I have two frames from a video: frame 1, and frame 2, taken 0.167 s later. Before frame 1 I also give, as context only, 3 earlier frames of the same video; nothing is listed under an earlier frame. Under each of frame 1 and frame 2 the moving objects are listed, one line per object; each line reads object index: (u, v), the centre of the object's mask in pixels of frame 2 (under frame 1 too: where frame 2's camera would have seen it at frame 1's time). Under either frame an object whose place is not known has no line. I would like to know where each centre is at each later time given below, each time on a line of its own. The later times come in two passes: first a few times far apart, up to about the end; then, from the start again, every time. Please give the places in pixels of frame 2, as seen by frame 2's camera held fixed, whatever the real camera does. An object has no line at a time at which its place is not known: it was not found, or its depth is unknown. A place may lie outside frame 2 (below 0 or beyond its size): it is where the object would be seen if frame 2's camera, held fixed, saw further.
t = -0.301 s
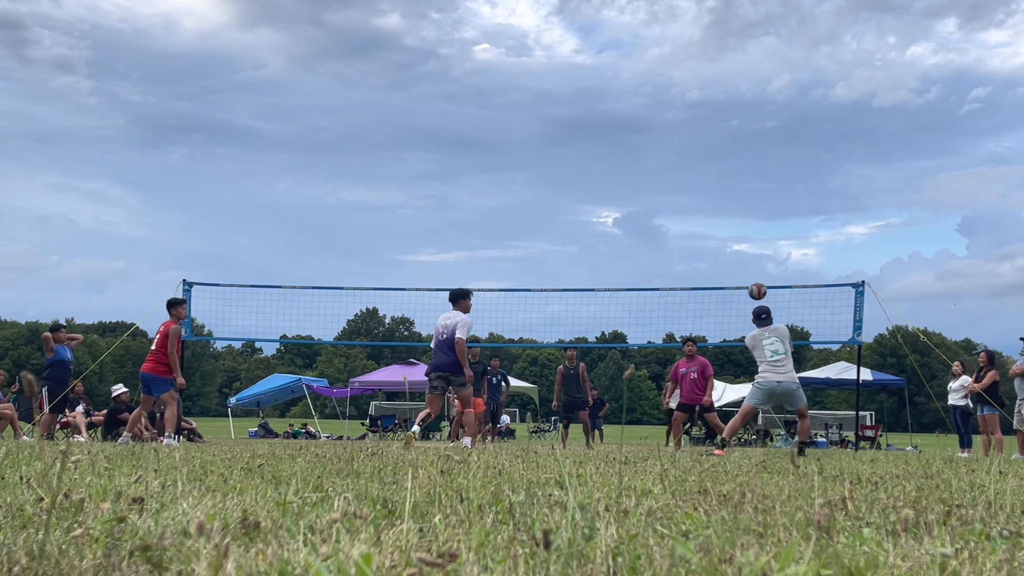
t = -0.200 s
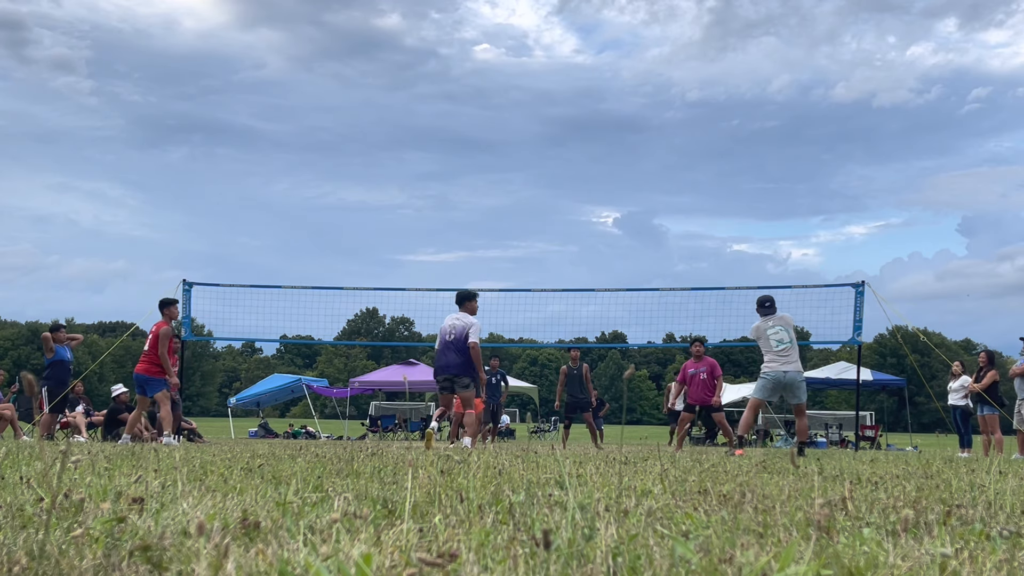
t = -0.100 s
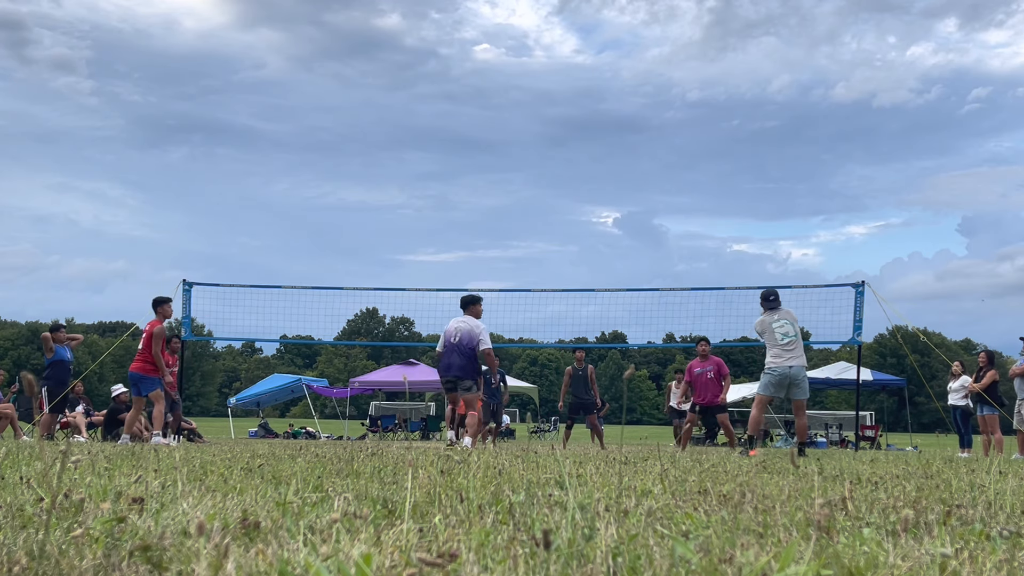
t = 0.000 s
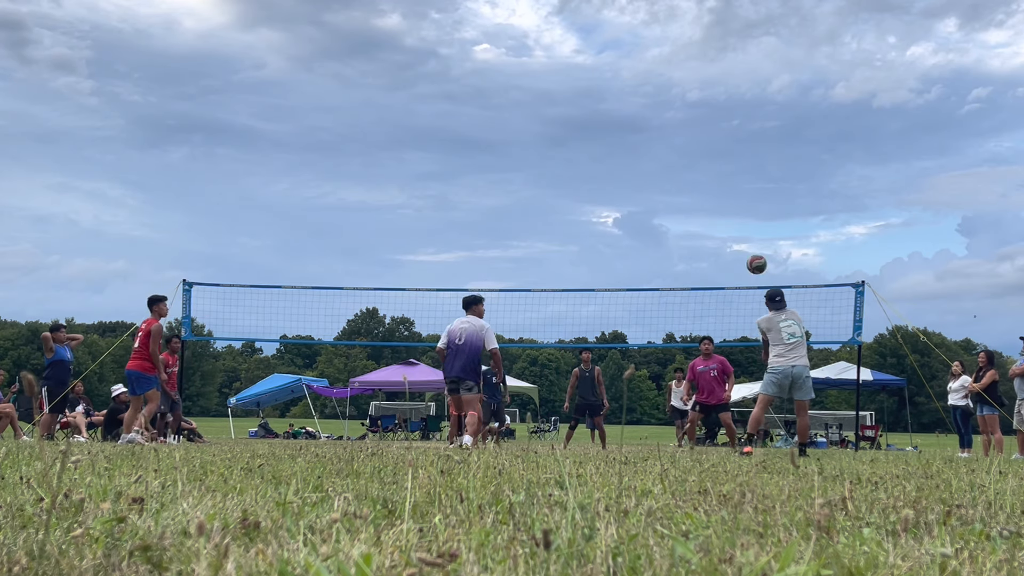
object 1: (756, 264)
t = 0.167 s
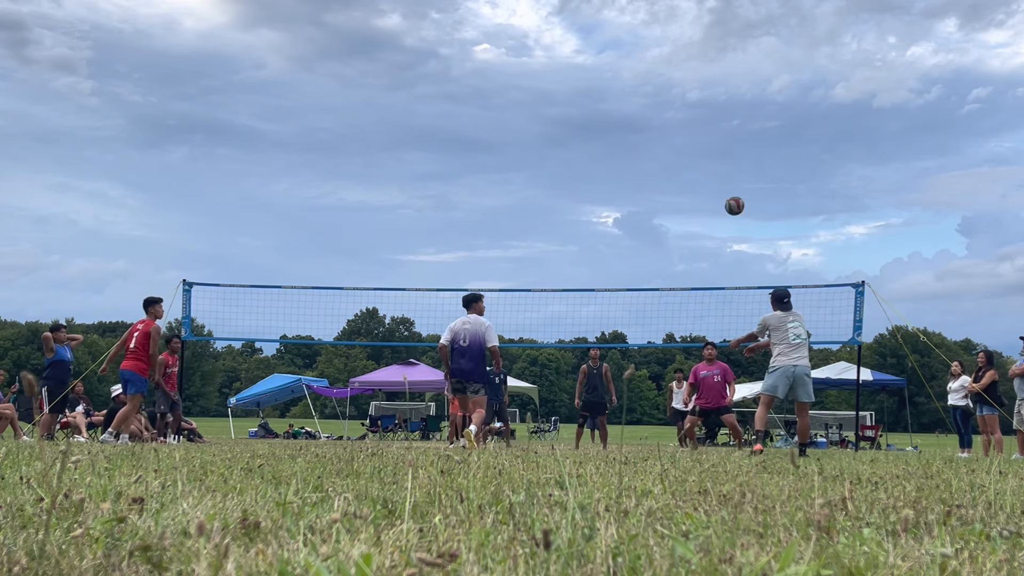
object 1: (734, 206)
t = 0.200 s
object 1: (730, 197)
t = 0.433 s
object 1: (703, 167)
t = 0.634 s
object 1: (680, 178)
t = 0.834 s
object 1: (659, 219)
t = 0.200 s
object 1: (730, 197)
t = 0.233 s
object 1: (726, 190)
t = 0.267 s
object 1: (722, 184)
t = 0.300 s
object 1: (718, 178)
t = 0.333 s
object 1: (714, 174)
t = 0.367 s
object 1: (710, 171)
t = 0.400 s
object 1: (706, 169)
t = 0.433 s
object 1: (703, 167)
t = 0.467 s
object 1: (699, 167)
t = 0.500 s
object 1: (695, 167)
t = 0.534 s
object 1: (691, 168)
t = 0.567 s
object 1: (687, 171)
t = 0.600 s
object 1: (684, 174)
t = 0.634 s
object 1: (680, 178)
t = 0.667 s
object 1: (677, 182)
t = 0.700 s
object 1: (673, 188)
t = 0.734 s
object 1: (669, 195)
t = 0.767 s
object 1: (666, 202)
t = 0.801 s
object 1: (662, 210)
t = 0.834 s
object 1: (659, 219)
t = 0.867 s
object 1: (655, 228)
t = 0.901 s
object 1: (652, 239)
